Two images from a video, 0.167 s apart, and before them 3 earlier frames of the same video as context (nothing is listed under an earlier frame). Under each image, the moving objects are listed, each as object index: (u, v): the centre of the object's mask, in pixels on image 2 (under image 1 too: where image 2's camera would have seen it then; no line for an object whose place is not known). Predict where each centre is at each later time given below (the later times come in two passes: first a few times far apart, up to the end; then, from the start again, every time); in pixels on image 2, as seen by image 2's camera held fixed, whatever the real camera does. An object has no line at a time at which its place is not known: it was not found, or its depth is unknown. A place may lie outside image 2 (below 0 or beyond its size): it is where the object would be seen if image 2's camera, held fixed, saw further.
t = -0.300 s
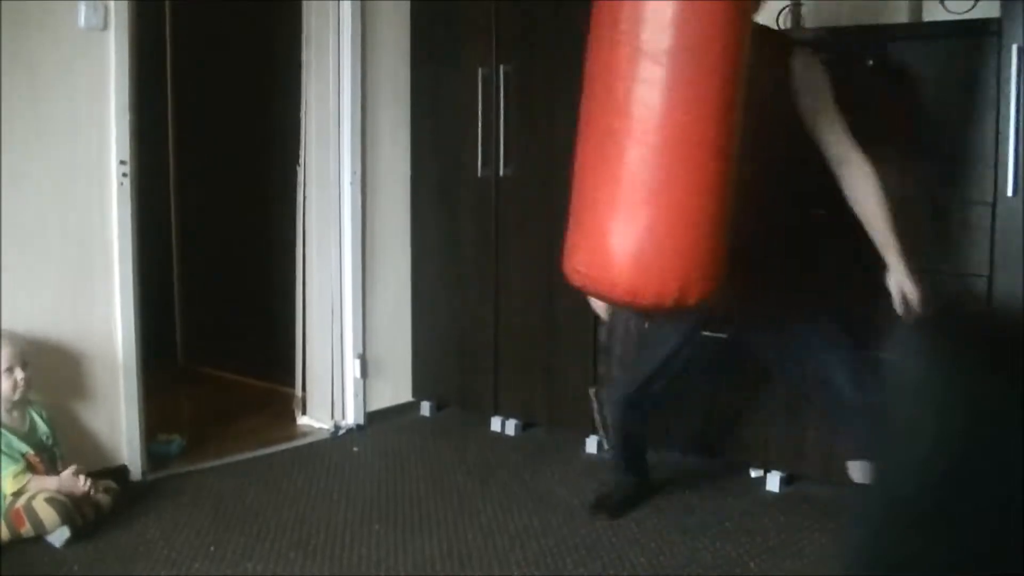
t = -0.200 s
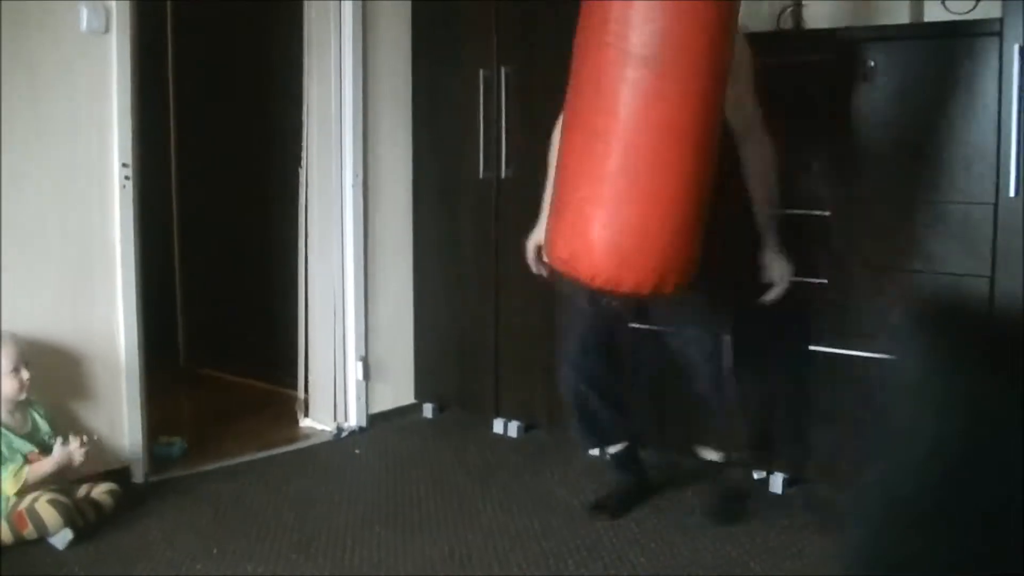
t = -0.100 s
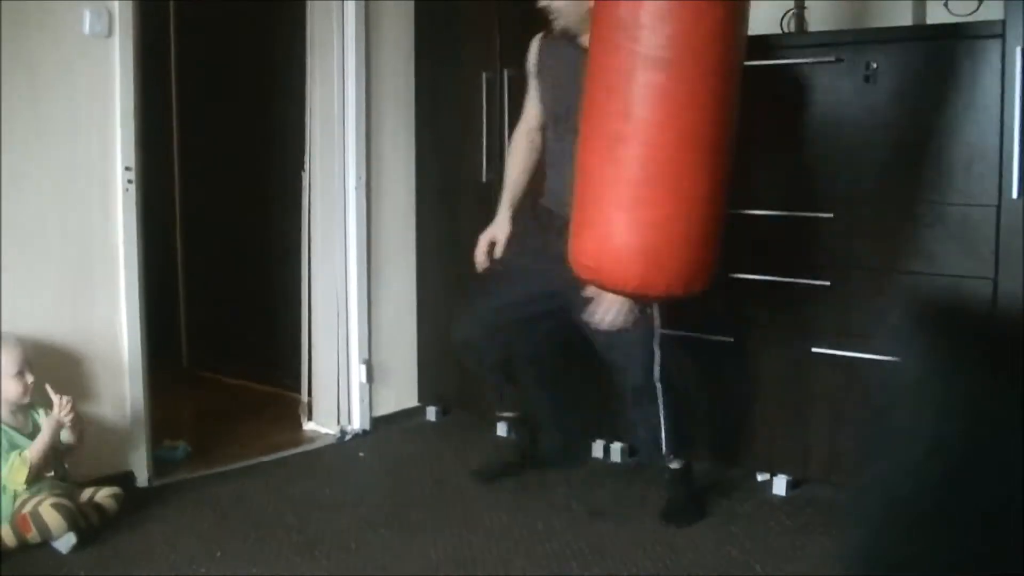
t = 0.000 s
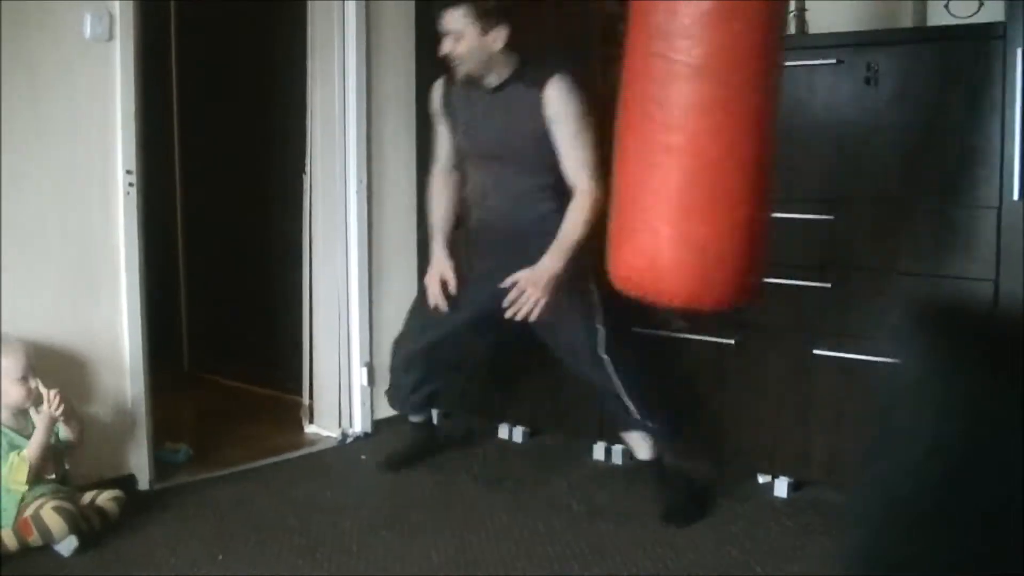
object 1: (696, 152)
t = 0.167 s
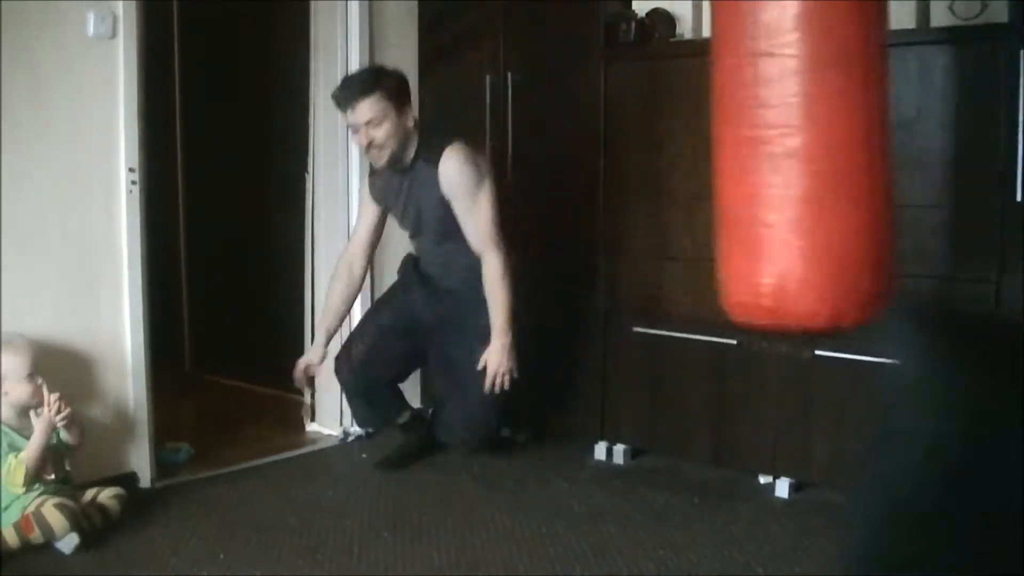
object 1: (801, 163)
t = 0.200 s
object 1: (831, 162)
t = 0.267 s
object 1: (869, 161)
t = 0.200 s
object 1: (831, 162)
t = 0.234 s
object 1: (858, 161)
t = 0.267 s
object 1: (869, 161)
